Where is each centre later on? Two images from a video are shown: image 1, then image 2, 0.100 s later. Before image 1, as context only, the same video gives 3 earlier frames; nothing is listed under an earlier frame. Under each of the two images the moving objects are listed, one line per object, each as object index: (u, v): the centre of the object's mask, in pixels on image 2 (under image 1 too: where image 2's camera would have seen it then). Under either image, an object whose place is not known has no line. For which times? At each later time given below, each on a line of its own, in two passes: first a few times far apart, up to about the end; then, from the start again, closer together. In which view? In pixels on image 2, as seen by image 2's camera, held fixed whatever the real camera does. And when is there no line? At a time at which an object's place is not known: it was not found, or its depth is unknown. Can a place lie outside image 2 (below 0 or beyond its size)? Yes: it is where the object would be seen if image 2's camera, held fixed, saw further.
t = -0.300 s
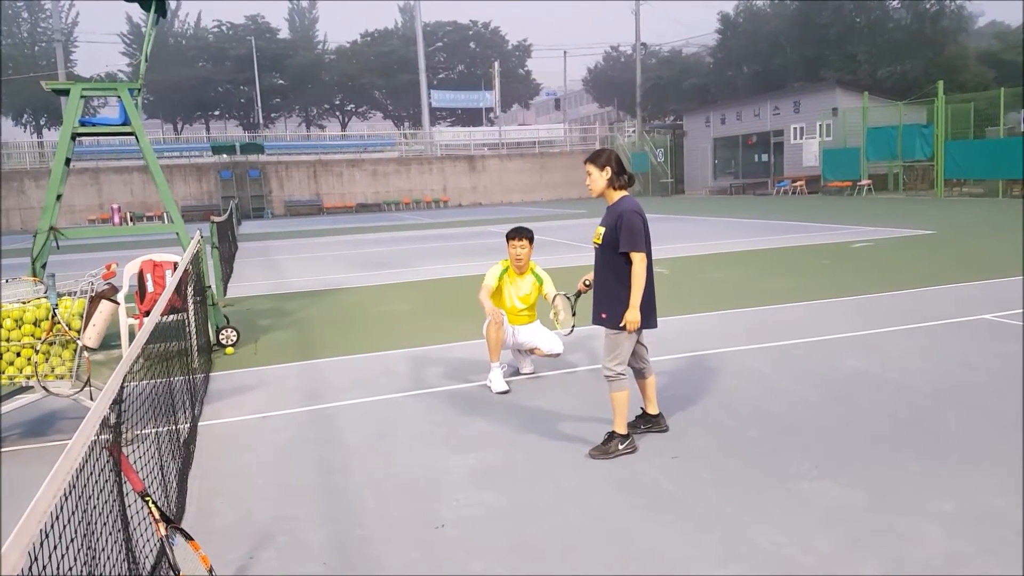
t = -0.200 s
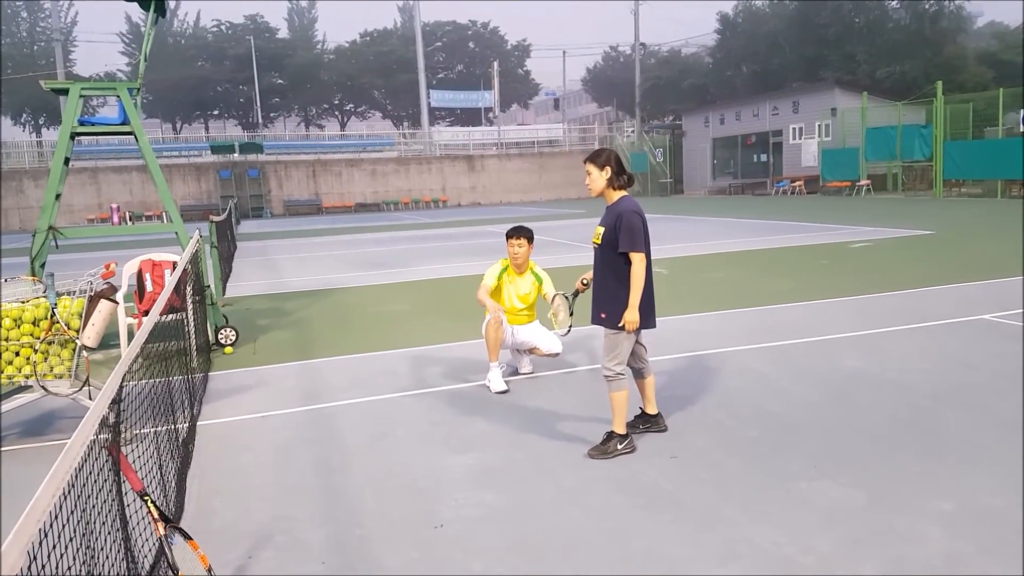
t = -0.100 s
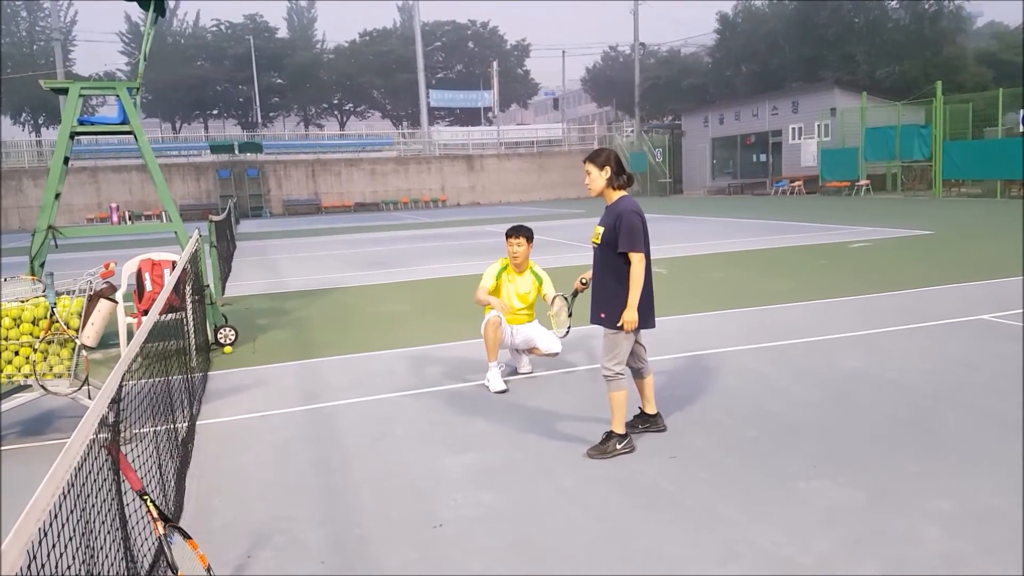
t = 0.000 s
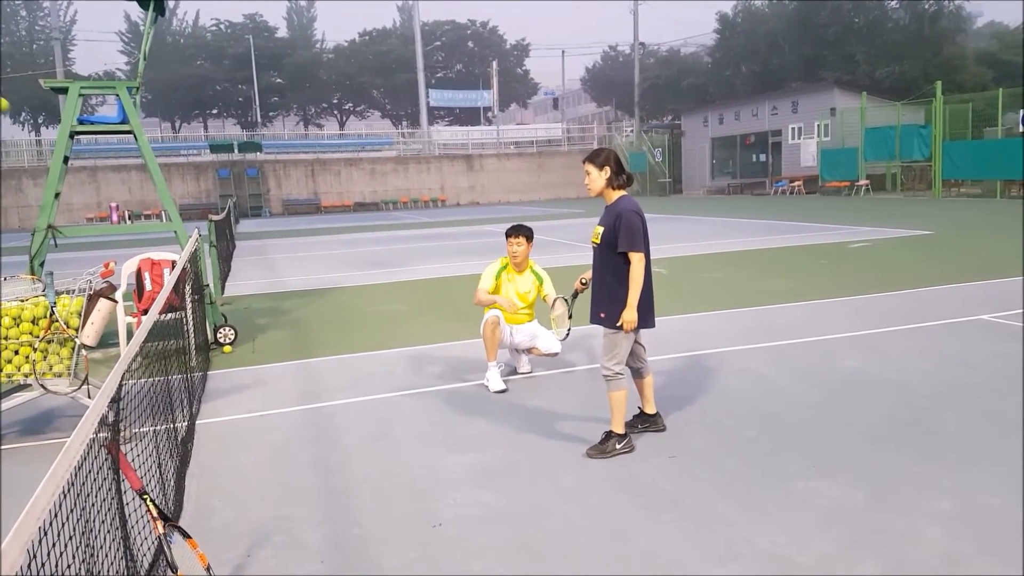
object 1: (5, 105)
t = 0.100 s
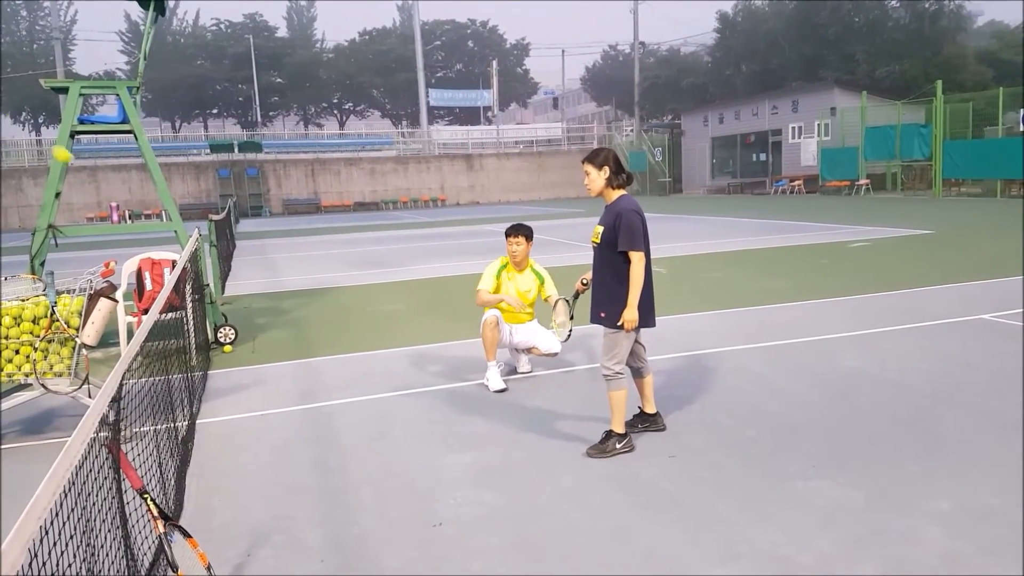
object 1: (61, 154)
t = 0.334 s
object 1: (199, 307)
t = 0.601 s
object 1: (319, 420)
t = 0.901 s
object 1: (426, 311)
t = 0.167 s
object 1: (103, 198)
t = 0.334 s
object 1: (199, 307)
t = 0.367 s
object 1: (214, 322)
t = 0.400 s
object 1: (231, 343)
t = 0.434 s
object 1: (246, 359)
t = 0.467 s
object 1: (263, 381)
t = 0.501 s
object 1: (278, 402)
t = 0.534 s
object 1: (293, 427)
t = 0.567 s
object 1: (307, 444)
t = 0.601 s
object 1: (319, 420)
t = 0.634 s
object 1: (332, 398)
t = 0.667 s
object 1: (344, 380)
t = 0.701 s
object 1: (355, 364)
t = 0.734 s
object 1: (368, 349)
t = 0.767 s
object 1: (379, 338)
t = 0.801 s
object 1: (392, 328)
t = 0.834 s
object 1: (403, 321)
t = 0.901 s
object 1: (426, 311)
